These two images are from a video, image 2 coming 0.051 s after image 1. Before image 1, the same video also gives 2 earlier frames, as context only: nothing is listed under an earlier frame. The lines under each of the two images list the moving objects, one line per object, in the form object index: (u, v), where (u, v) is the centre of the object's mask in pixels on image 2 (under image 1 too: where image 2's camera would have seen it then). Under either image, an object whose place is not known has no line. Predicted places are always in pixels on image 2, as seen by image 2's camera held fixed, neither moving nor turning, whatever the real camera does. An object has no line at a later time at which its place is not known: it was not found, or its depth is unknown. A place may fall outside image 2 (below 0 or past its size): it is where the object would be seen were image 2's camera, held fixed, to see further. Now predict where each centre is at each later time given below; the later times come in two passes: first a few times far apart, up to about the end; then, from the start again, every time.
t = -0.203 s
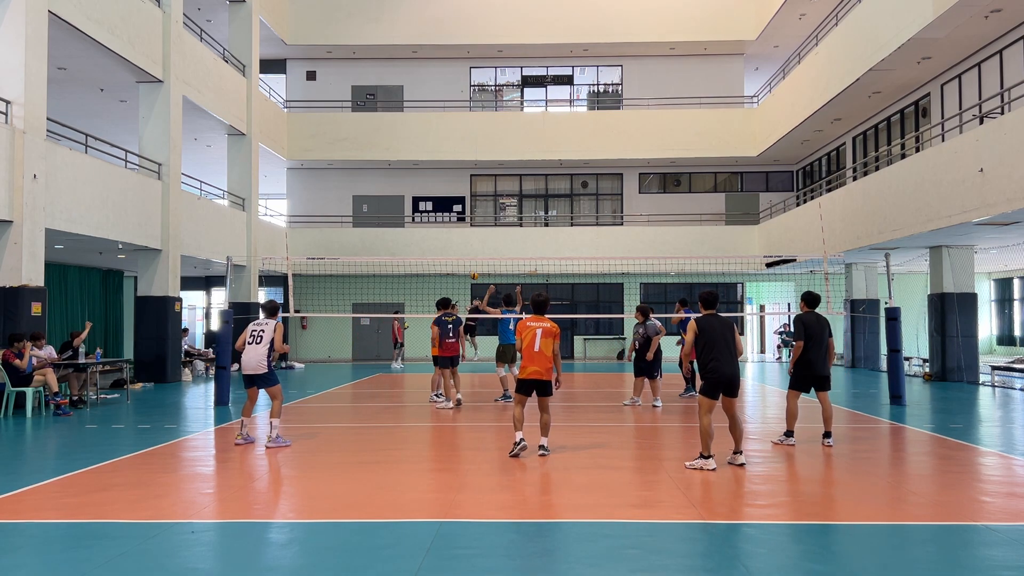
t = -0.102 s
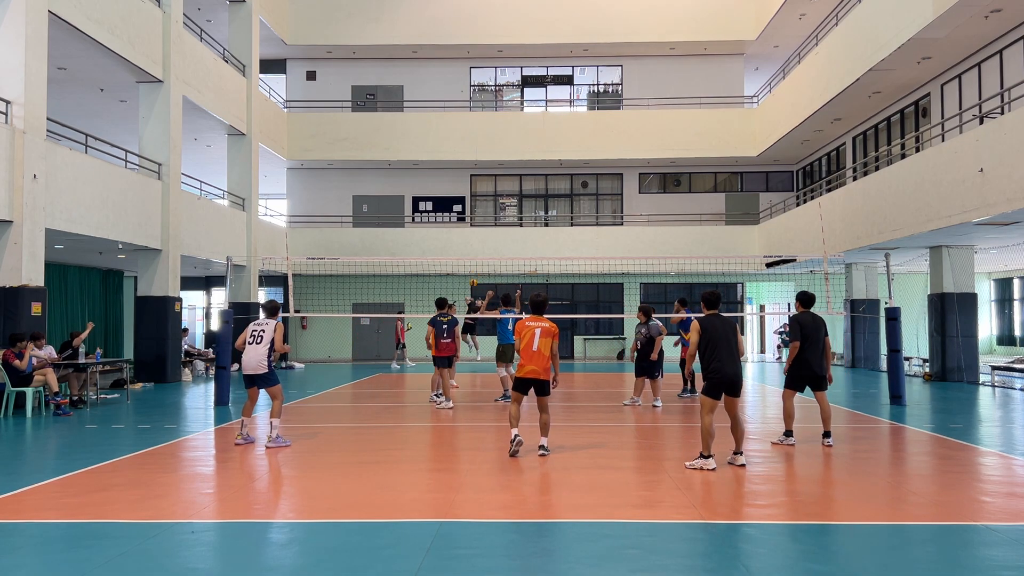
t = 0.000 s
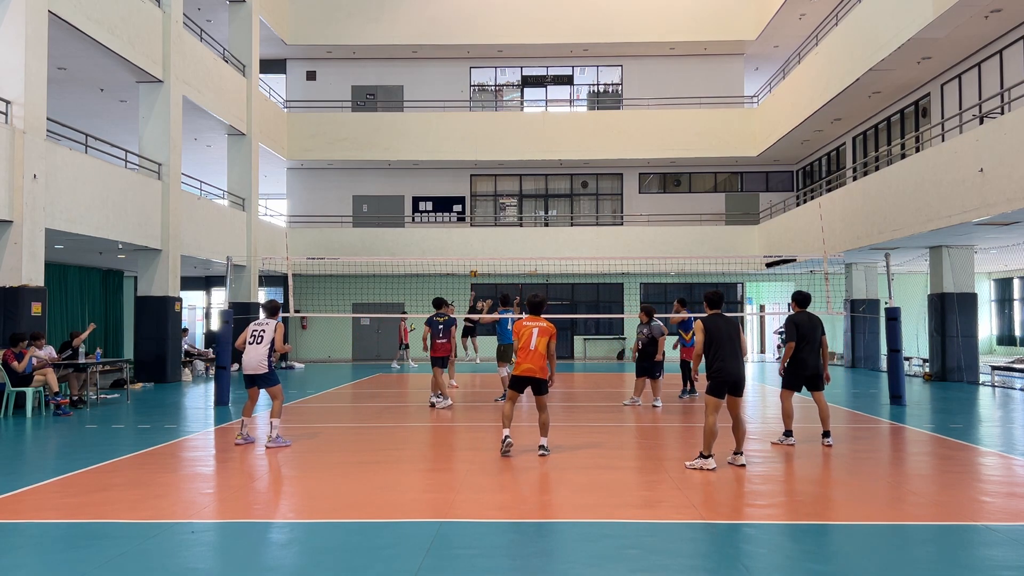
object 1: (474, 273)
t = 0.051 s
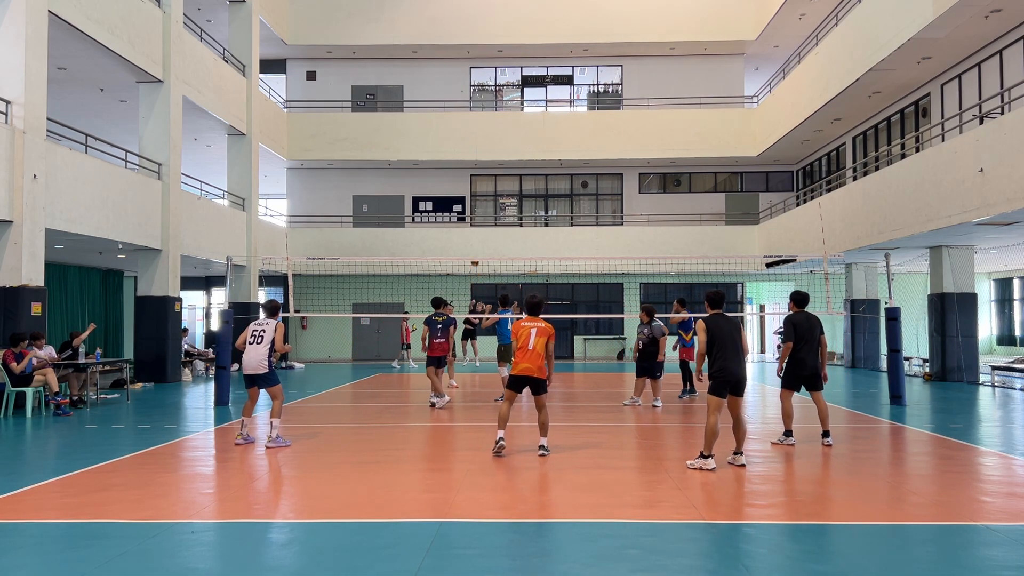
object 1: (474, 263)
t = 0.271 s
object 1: (482, 217)
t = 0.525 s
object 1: (494, 179)
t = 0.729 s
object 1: (505, 166)
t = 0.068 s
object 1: (475, 257)
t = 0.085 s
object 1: (475, 254)
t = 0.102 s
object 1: (476, 251)
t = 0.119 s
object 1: (476, 248)
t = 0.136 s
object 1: (477, 244)
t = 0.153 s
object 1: (477, 241)
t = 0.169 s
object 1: (478, 237)
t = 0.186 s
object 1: (478, 234)
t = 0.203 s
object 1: (479, 231)
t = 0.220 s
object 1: (480, 227)
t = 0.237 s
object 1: (480, 224)
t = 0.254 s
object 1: (481, 221)
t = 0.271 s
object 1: (482, 217)
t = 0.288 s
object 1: (483, 214)
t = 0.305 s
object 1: (483, 211)
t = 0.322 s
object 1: (484, 208)
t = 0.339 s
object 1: (485, 205)
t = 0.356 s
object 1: (485, 203)
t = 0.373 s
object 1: (486, 200)
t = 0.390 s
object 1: (487, 197)
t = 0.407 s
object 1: (488, 195)
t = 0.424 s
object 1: (489, 193)
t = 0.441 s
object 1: (489, 190)
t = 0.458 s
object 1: (490, 188)
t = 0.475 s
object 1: (491, 185)
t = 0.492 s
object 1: (492, 183)
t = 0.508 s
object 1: (493, 181)
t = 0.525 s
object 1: (494, 179)
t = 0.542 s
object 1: (495, 177)
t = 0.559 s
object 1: (496, 175)
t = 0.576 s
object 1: (497, 174)
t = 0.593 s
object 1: (498, 172)
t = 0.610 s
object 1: (499, 171)
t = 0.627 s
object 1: (499, 170)
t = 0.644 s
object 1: (500, 168)
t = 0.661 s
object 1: (501, 168)
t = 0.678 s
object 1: (502, 167)
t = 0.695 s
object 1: (503, 167)
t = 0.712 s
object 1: (504, 166)
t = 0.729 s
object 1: (505, 166)
